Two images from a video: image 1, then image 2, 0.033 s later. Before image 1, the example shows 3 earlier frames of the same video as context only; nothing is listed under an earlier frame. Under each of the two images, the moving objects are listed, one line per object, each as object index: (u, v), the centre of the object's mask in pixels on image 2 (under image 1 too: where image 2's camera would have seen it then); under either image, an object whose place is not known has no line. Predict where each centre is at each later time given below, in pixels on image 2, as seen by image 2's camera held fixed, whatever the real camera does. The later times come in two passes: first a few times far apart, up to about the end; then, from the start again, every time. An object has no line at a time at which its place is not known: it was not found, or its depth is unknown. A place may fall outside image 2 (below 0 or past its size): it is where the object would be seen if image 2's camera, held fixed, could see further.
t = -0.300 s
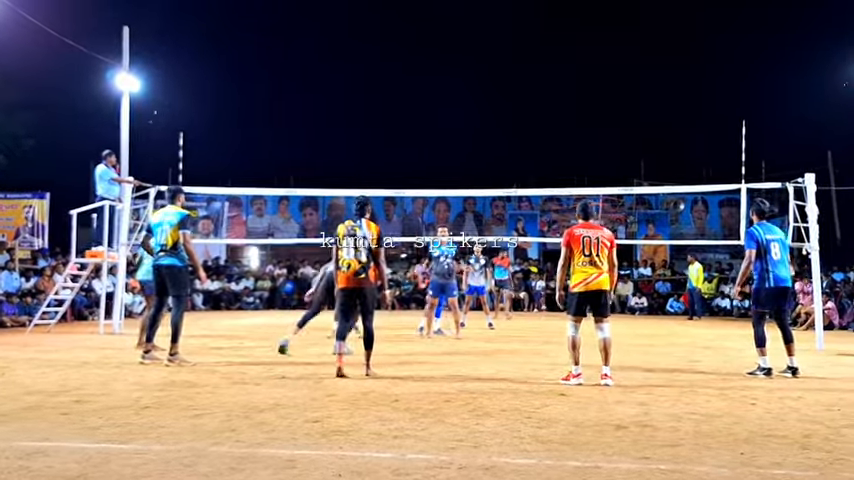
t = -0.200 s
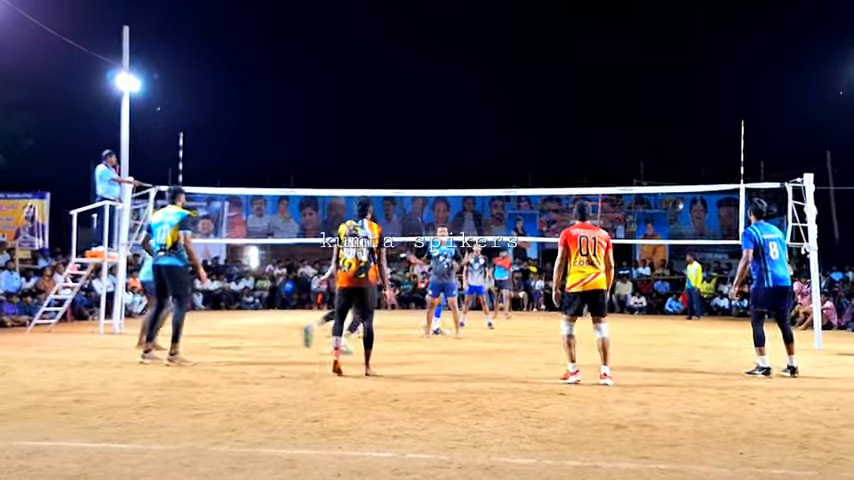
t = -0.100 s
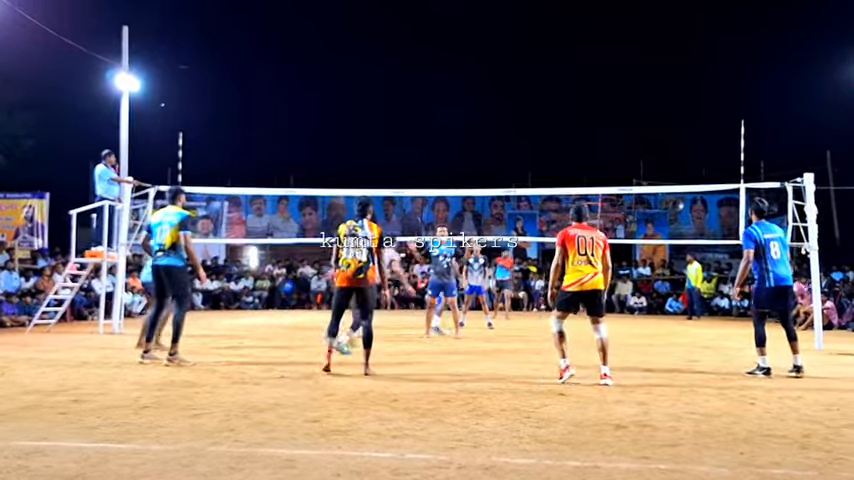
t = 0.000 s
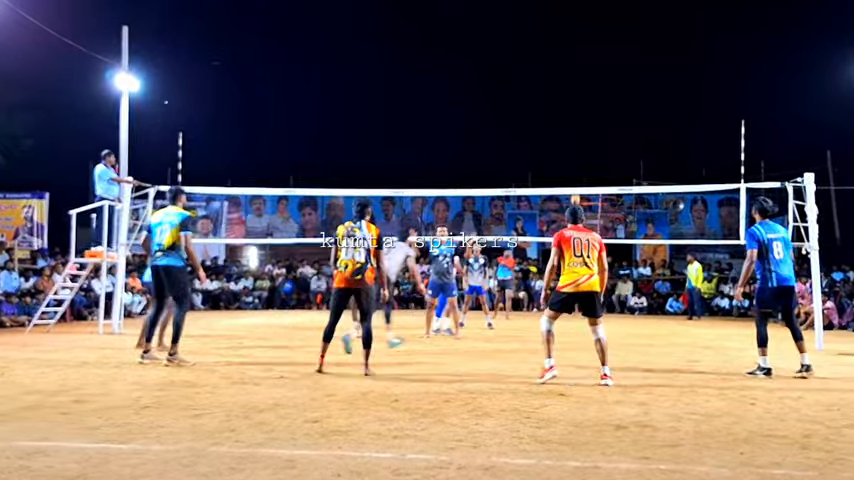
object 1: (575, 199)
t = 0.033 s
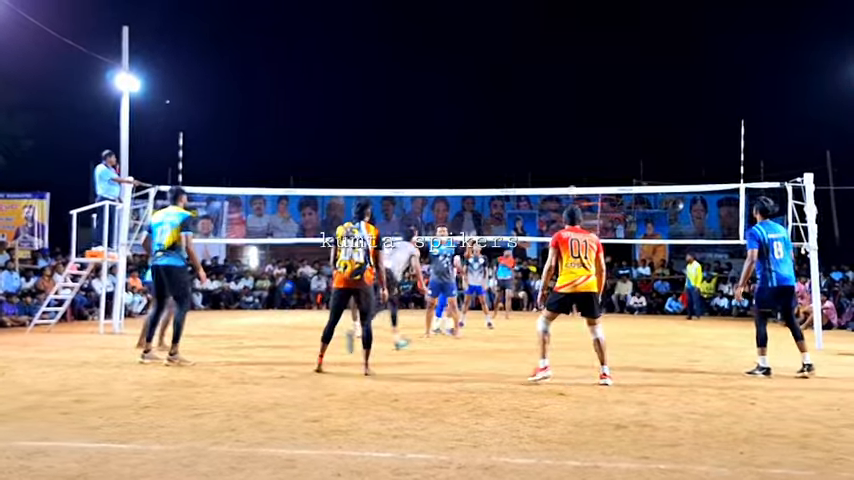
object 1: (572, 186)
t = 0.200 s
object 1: (558, 156)
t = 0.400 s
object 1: (542, 124)
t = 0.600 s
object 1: (519, 109)
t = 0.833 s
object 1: (486, 121)
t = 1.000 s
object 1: (455, 159)
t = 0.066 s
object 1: (570, 183)
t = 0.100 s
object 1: (567, 176)
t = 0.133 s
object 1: (565, 169)
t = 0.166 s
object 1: (562, 162)
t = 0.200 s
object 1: (558, 156)
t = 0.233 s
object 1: (555, 149)
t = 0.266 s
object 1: (553, 143)
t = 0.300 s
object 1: (551, 138)
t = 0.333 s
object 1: (548, 132)
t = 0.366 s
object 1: (545, 128)
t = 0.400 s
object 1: (542, 124)
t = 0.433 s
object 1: (538, 120)
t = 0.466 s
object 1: (534, 116)
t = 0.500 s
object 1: (531, 114)
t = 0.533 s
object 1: (527, 111)
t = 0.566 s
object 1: (523, 110)
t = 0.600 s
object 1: (519, 109)
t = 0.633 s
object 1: (516, 108)
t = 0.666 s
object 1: (511, 109)
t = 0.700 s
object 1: (507, 110)
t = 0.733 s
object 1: (502, 111)
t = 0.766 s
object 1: (496, 114)
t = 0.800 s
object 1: (491, 117)
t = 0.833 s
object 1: (486, 121)
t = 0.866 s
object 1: (480, 127)
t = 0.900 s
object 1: (475, 133)
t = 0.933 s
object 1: (468, 141)
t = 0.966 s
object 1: (462, 150)
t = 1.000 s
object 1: (455, 159)
